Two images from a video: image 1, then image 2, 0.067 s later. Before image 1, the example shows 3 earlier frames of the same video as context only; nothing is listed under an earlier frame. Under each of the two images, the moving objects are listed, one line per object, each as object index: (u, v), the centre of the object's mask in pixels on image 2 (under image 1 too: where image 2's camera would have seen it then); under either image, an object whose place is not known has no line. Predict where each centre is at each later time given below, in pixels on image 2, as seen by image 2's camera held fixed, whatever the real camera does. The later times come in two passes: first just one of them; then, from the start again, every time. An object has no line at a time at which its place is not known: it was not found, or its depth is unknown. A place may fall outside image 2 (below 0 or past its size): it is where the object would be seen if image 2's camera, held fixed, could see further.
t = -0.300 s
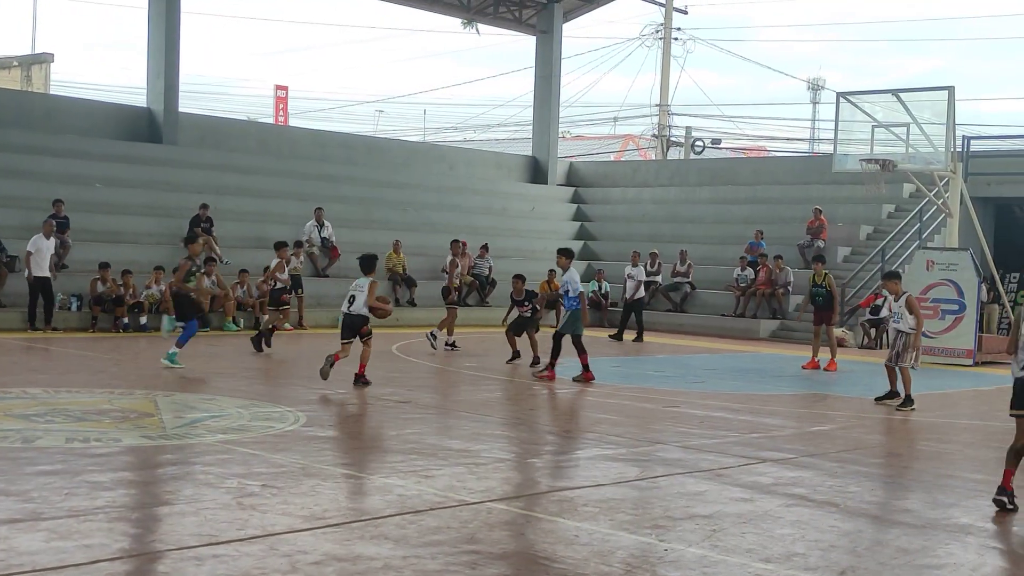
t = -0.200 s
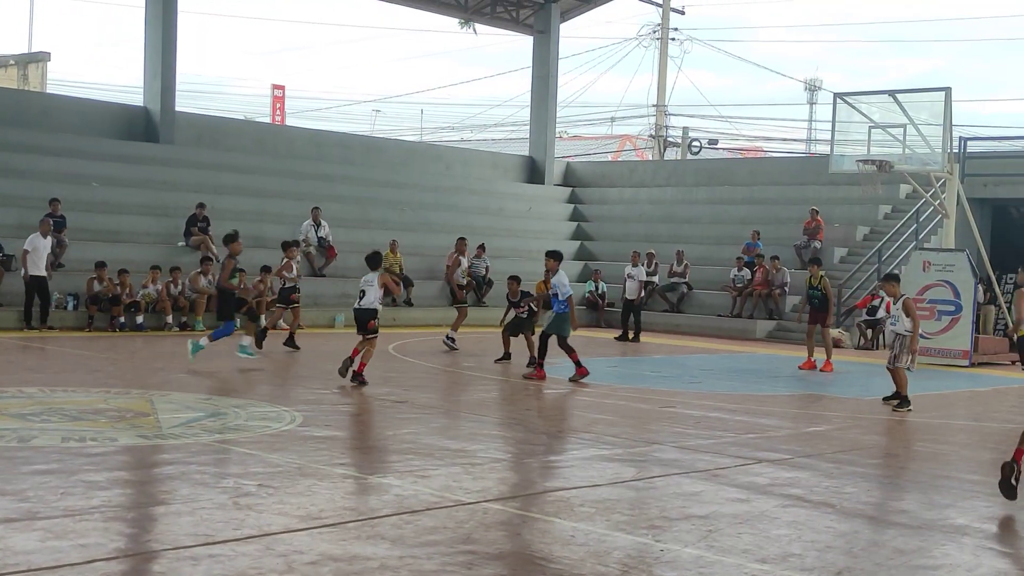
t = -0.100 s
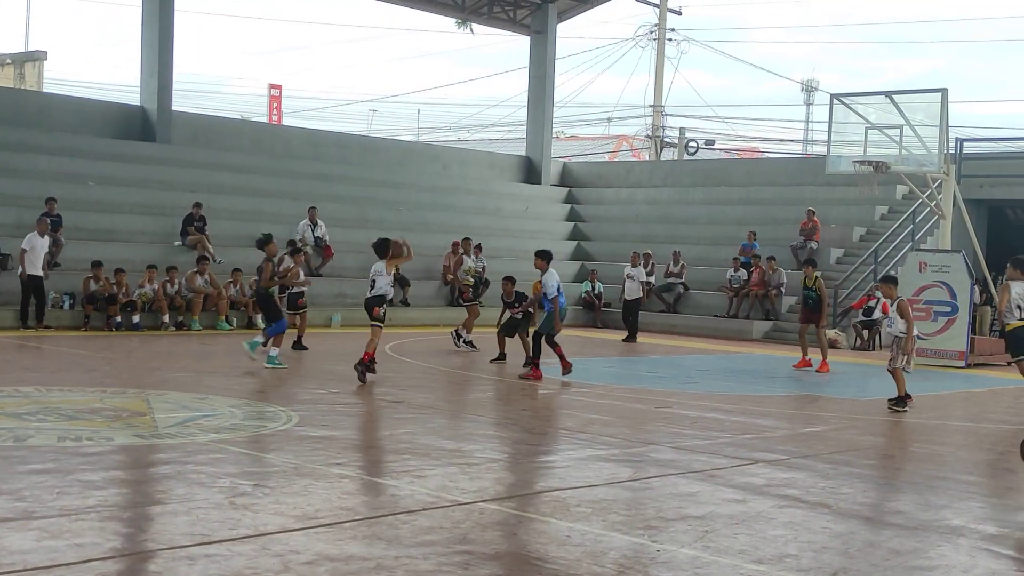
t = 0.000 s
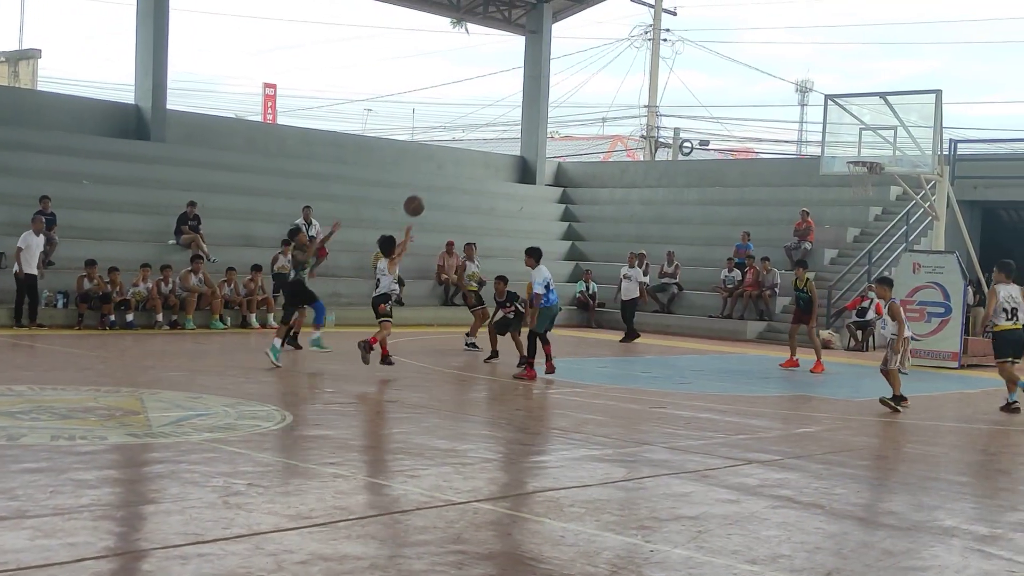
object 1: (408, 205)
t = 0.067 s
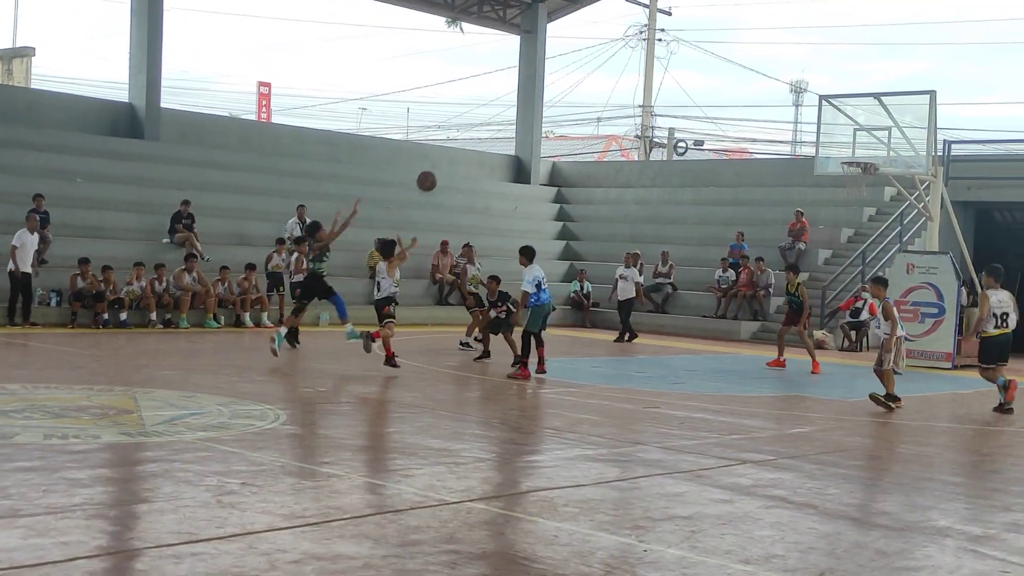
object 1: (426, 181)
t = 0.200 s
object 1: (460, 149)
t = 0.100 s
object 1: (435, 171)
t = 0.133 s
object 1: (444, 162)
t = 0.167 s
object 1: (452, 155)
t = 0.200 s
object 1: (460, 149)
